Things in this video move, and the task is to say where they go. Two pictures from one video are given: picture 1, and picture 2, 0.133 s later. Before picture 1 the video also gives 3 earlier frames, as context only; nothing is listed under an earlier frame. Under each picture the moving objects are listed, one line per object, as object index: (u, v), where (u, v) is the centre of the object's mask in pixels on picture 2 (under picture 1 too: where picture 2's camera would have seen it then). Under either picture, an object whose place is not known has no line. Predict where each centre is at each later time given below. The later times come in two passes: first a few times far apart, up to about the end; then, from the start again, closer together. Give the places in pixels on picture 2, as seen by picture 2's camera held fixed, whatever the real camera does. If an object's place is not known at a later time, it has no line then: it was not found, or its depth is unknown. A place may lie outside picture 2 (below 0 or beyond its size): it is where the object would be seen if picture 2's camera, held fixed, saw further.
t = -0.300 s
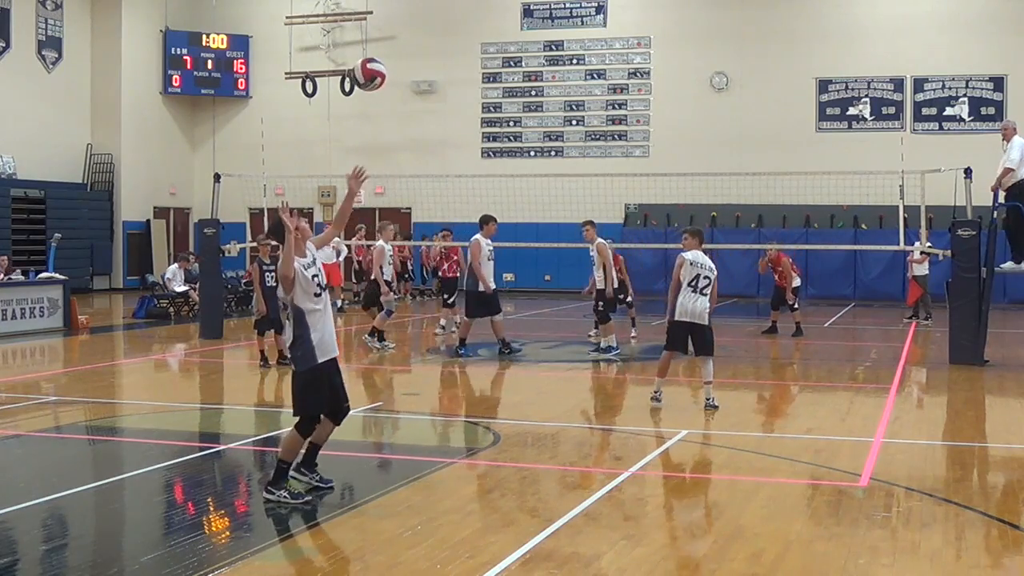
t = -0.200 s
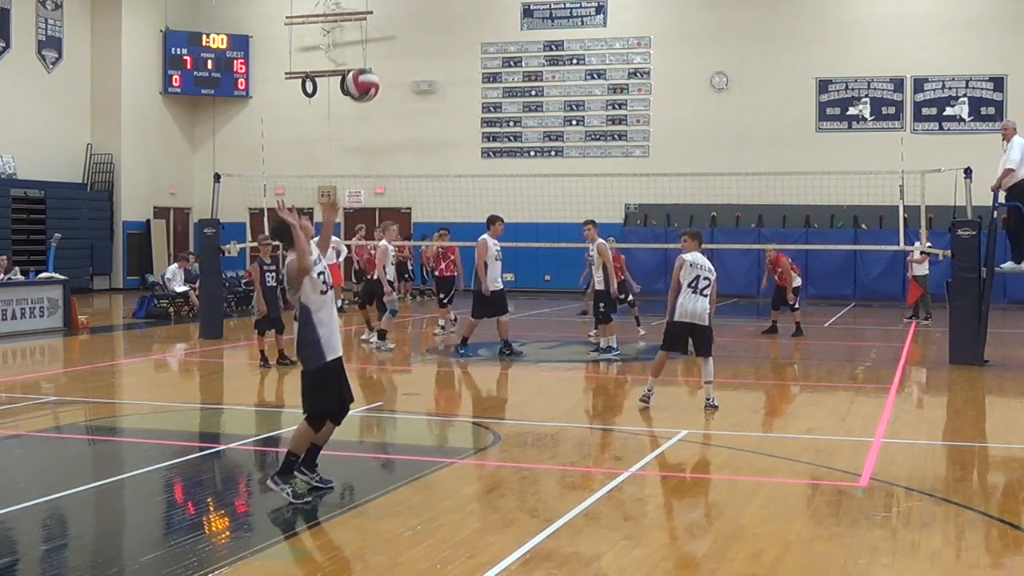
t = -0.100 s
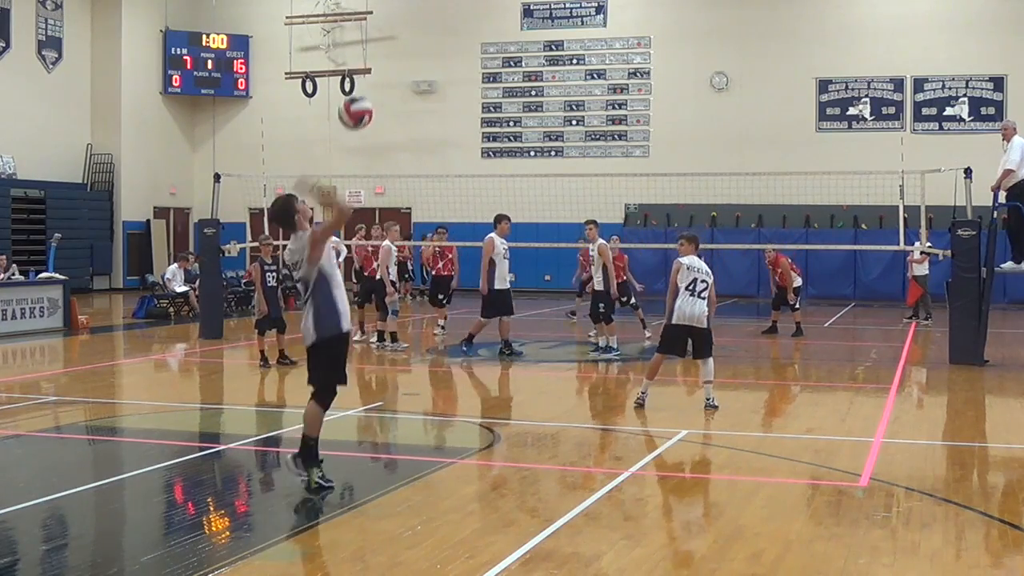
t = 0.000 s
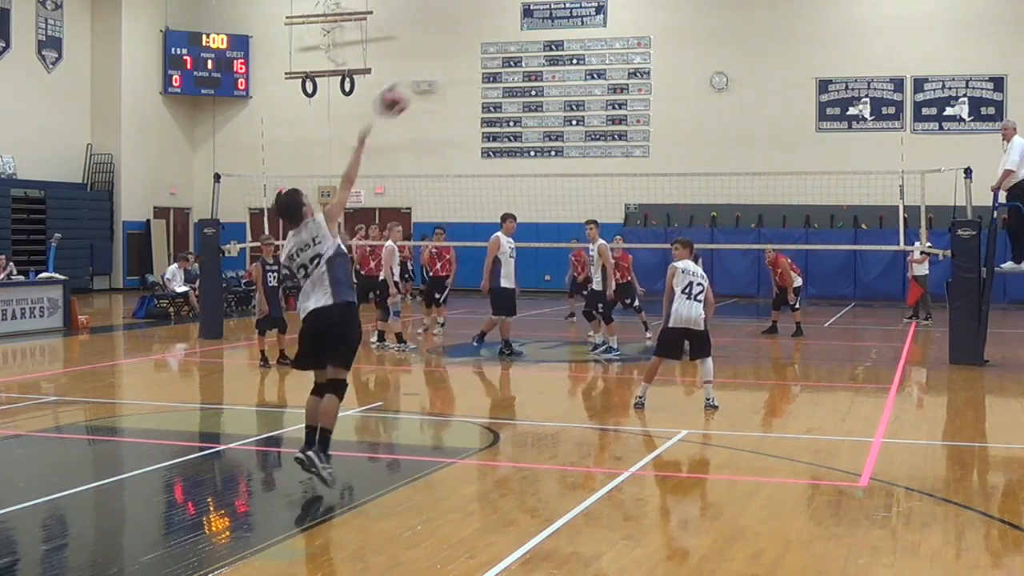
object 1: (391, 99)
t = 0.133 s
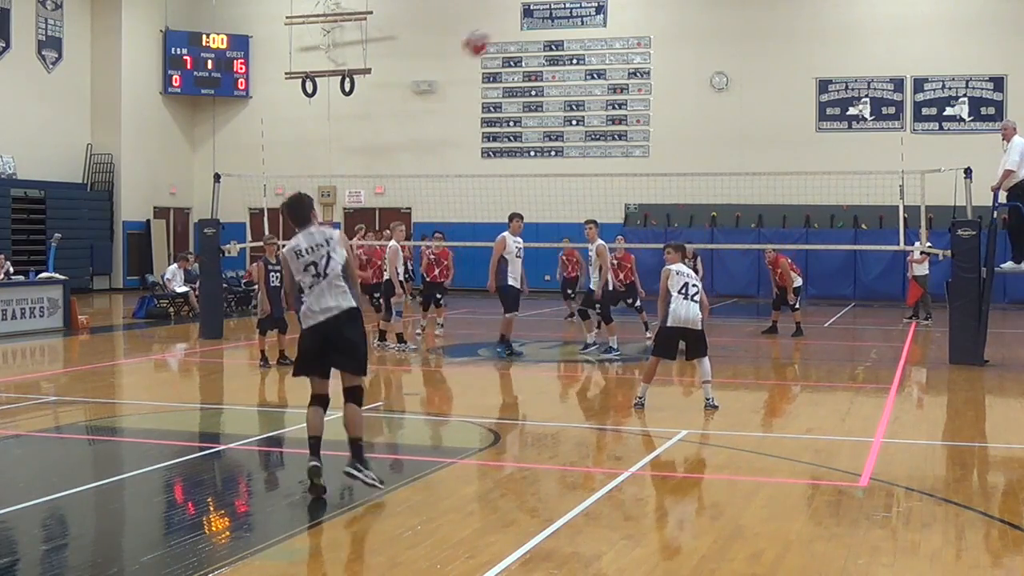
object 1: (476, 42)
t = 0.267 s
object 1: (538, 22)
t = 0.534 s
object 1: (622, 42)
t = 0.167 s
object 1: (494, 35)
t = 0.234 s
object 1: (525, 25)
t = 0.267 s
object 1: (538, 22)
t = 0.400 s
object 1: (584, 25)
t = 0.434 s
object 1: (594, 28)
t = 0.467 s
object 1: (604, 32)
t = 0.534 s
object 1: (622, 42)
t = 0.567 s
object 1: (631, 48)
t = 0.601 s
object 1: (637, 54)
